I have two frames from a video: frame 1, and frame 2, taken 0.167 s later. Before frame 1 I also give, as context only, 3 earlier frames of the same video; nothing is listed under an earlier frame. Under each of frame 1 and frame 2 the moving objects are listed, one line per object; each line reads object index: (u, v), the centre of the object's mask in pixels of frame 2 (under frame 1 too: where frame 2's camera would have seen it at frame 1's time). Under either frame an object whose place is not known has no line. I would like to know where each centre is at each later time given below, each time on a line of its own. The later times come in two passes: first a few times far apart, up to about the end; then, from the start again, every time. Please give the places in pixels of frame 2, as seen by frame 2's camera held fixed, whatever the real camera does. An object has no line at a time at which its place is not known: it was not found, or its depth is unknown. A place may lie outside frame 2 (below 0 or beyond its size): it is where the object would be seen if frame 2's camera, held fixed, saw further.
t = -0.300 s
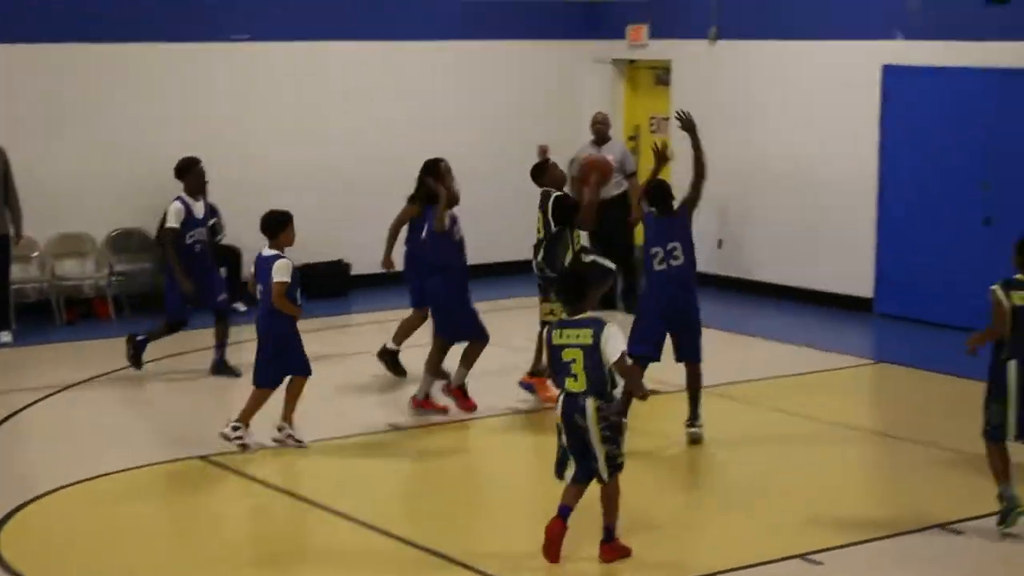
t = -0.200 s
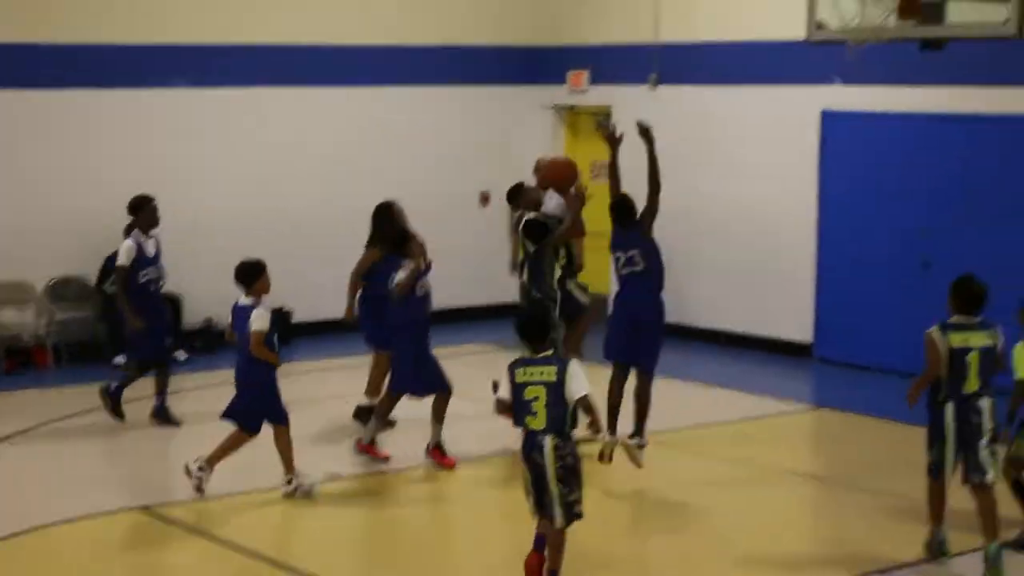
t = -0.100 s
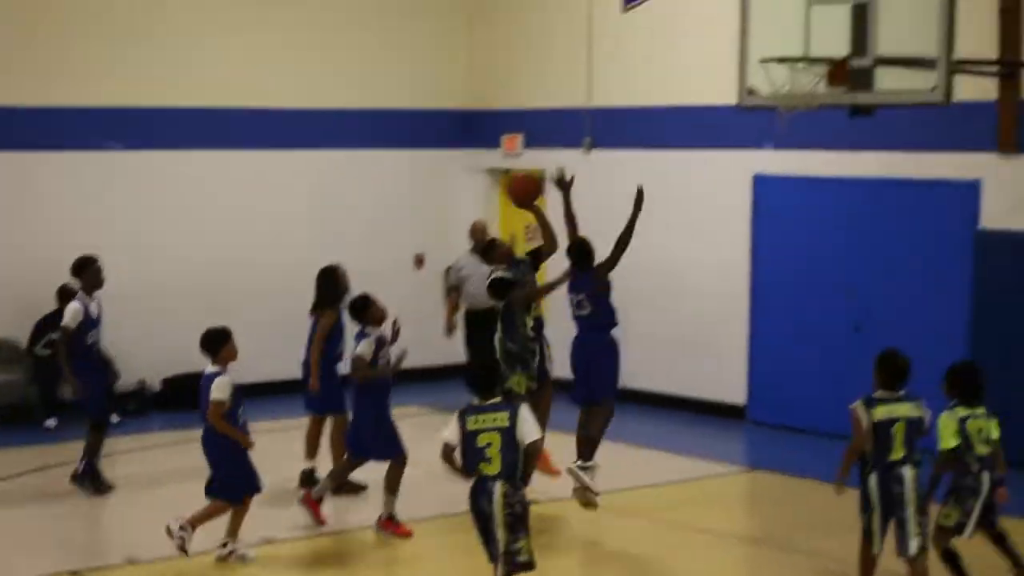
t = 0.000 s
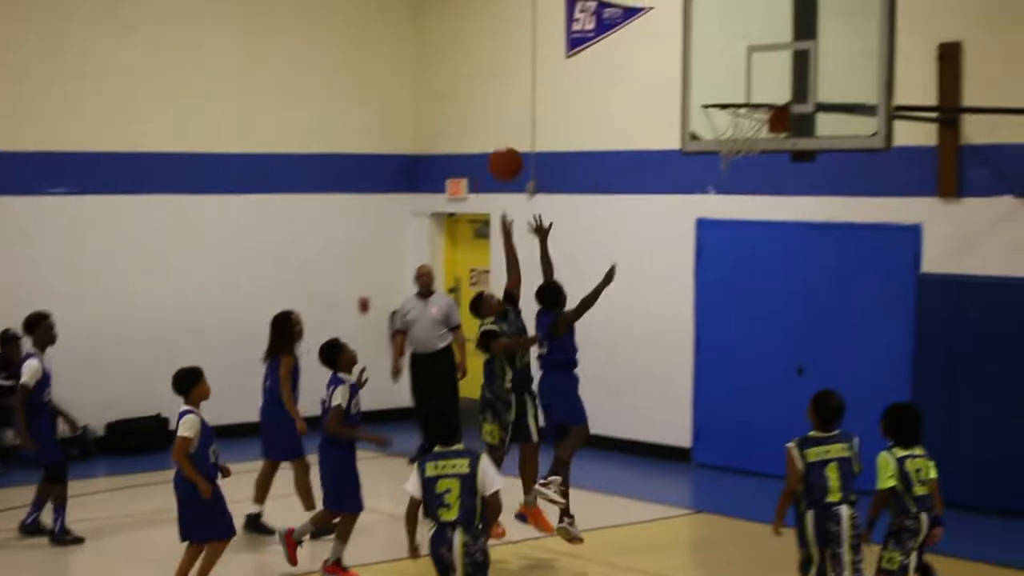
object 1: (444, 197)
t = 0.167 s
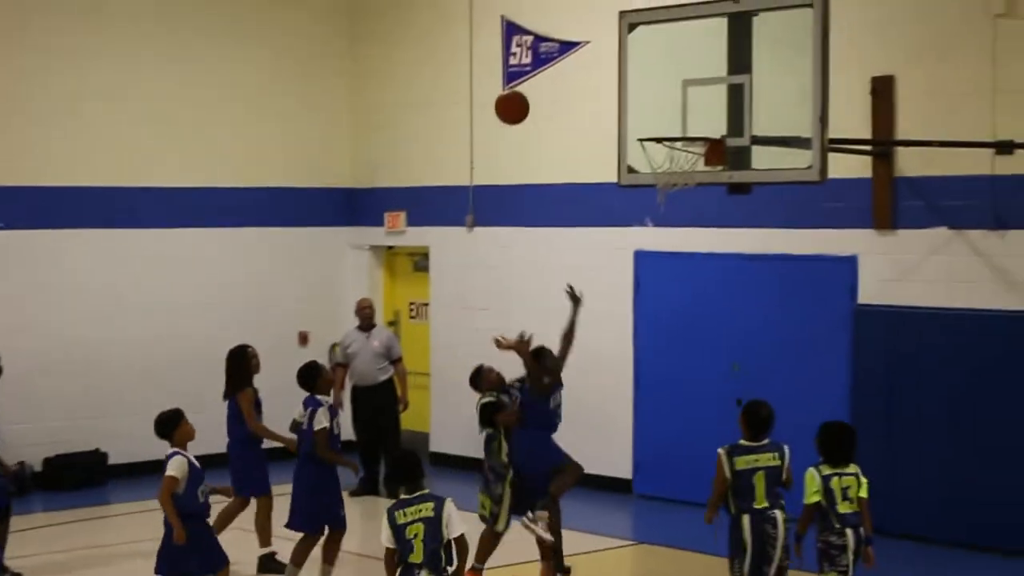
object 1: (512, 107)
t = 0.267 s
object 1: (553, 72)
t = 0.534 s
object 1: (664, 47)
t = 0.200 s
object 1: (526, 95)
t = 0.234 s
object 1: (540, 83)
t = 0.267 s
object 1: (553, 72)
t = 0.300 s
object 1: (567, 64)
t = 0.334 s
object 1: (581, 56)
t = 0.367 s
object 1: (595, 50)
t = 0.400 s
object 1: (609, 46)
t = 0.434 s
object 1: (622, 44)
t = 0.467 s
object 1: (636, 44)
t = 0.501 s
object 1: (650, 44)
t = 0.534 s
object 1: (664, 47)
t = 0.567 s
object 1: (678, 51)
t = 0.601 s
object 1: (687, 56)
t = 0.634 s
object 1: (688, 61)
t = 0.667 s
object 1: (688, 68)
